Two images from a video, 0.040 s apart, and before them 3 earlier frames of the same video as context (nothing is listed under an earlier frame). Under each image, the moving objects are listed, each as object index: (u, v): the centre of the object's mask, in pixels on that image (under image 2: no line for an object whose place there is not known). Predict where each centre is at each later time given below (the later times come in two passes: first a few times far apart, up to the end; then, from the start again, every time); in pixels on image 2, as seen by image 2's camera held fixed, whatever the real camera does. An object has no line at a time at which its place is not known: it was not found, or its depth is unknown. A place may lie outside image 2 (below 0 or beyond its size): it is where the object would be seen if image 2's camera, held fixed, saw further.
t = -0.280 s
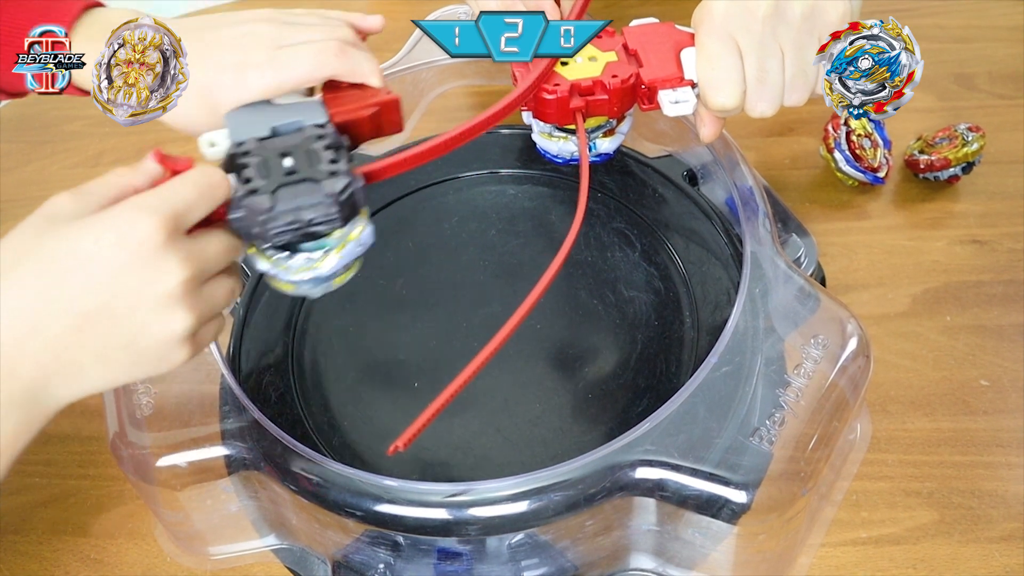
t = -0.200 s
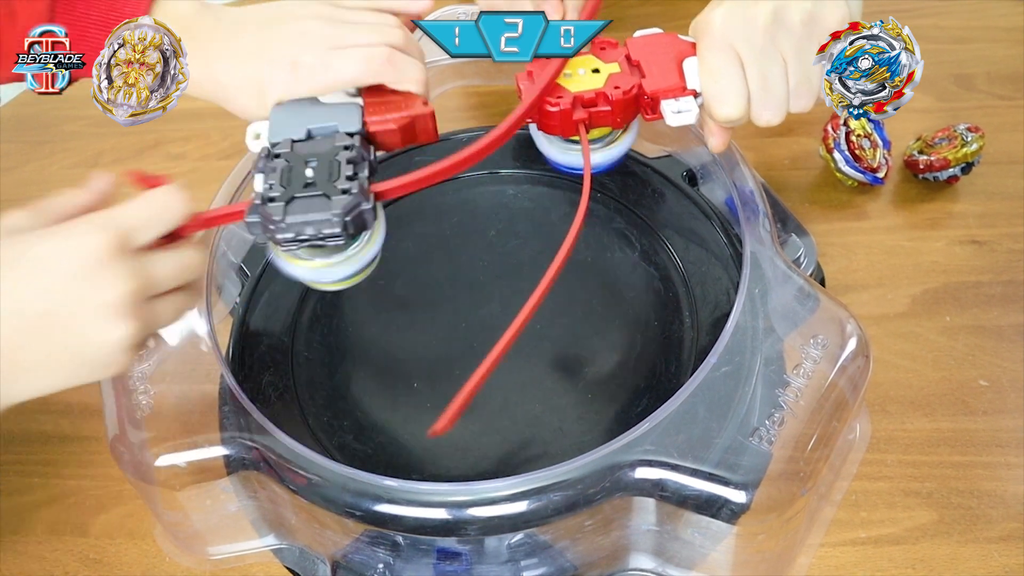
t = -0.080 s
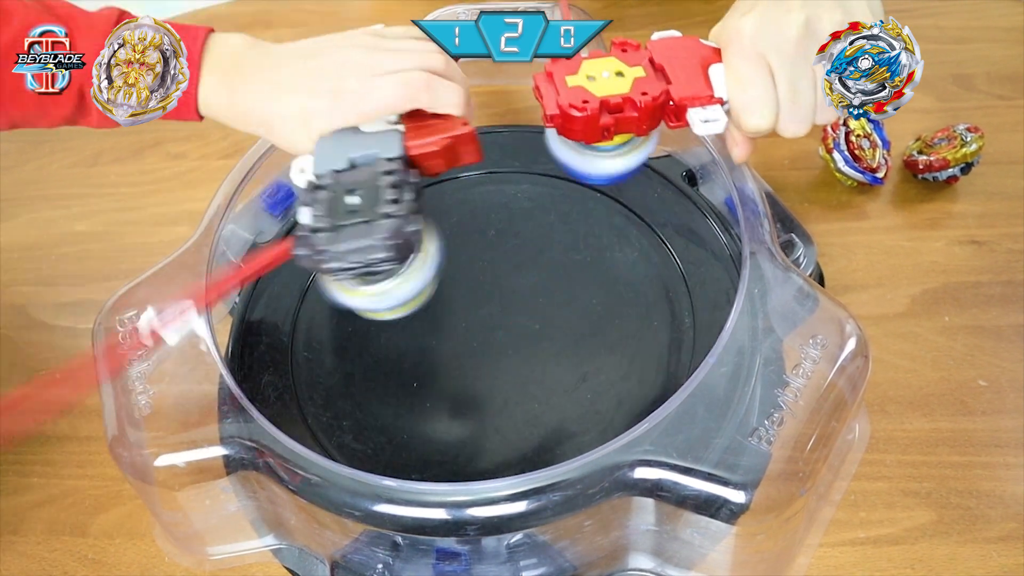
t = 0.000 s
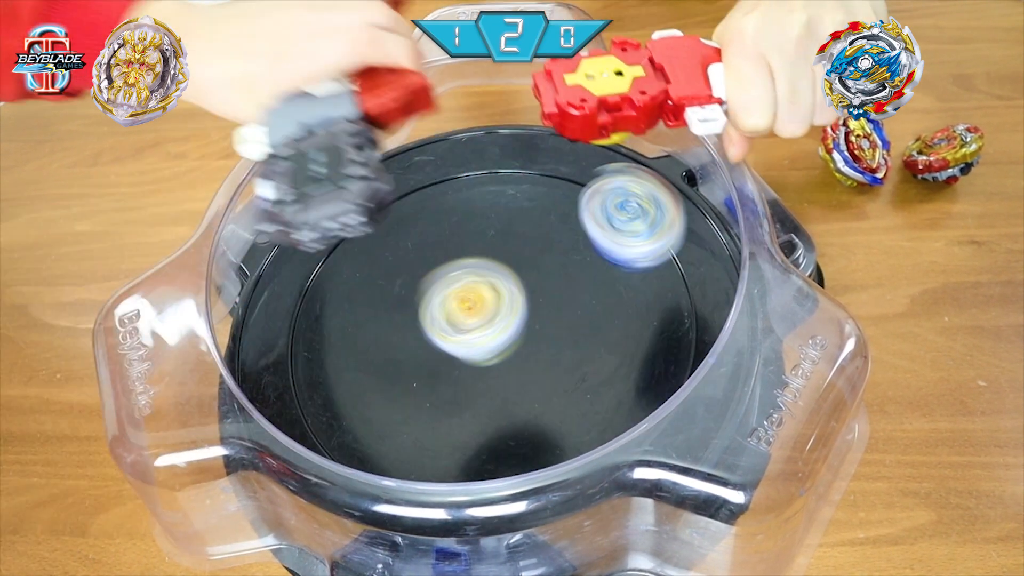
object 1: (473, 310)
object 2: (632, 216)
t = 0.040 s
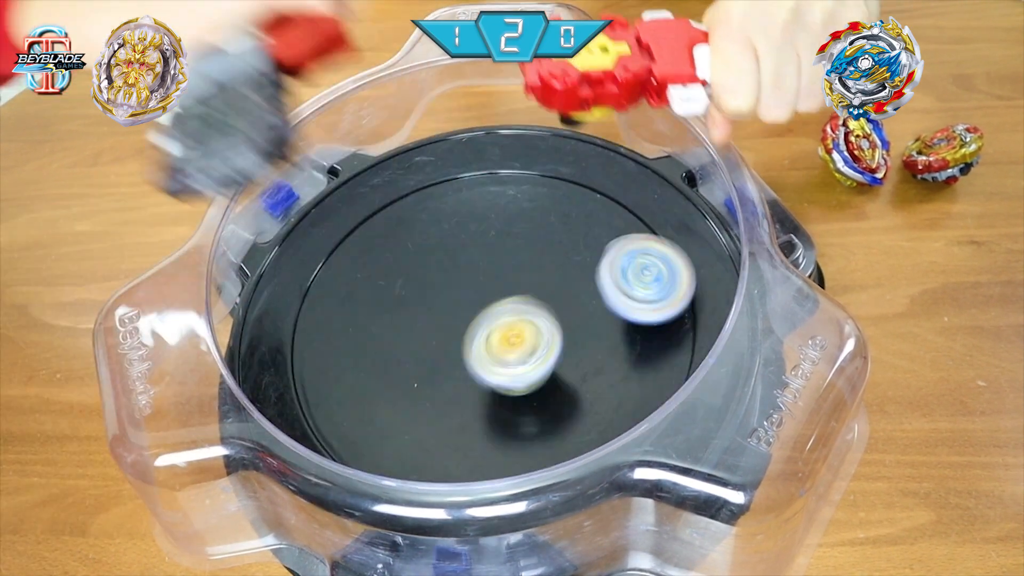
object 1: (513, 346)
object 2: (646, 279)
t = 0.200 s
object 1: (374, 309)
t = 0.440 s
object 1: (268, 286)
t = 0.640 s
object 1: (299, 311)
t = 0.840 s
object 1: (334, 336)
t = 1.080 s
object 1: (492, 343)
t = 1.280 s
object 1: (519, 325)
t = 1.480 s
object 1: (341, 438)
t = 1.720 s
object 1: (411, 379)
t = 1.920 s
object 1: (503, 422)
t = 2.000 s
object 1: (552, 491)
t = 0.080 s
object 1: (527, 302)
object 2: (625, 262)
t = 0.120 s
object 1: (479, 289)
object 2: (672, 246)
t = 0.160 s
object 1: (424, 294)
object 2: (717, 243)
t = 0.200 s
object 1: (374, 309)
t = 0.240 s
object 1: (342, 289)
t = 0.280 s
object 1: (315, 280)
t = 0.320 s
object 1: (295, 287)
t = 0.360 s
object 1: (279, 281)
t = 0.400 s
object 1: (271, 282)
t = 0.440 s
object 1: (268, 286)
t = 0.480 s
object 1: (269, 289)
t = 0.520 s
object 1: (276, 294)
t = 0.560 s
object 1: (289, 301)
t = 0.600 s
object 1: (306, 307)
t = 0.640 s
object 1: (299, 311)
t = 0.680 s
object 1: (295, 316)
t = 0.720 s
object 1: (298, 320)
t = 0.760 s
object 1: (304, 326)
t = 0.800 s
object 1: (316, 331)
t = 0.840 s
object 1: (334, 336)
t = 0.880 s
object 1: (356, 341)
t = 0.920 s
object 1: (383, 344)
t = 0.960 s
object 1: (410, 346)
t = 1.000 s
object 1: (440, 347)
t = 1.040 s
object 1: (467, 346)
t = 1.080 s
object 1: (492, 343)
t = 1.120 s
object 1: (512, 335)
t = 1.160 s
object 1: (528, 327)
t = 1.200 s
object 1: (538, 315)
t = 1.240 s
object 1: (544, 302)
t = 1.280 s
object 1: (519, 325)
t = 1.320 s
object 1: (477, 368)
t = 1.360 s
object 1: (432, 403)
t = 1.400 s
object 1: (392, 426)
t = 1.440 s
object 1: (356, 445)
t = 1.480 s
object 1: (341, 438)
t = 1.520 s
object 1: (344, 424)
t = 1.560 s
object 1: (346, 418)
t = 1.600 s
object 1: (354, 412)
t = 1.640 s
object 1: (366, 402)
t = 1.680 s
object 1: (386, 390)
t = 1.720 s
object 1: (411, 379)
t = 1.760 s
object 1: (434, 364)
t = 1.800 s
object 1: (455, 349)
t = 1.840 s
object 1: (470, 332)
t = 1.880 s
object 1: (485, 356)
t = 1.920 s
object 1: (503, 422)
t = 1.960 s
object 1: (530, 488)
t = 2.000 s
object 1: (552, 491)
